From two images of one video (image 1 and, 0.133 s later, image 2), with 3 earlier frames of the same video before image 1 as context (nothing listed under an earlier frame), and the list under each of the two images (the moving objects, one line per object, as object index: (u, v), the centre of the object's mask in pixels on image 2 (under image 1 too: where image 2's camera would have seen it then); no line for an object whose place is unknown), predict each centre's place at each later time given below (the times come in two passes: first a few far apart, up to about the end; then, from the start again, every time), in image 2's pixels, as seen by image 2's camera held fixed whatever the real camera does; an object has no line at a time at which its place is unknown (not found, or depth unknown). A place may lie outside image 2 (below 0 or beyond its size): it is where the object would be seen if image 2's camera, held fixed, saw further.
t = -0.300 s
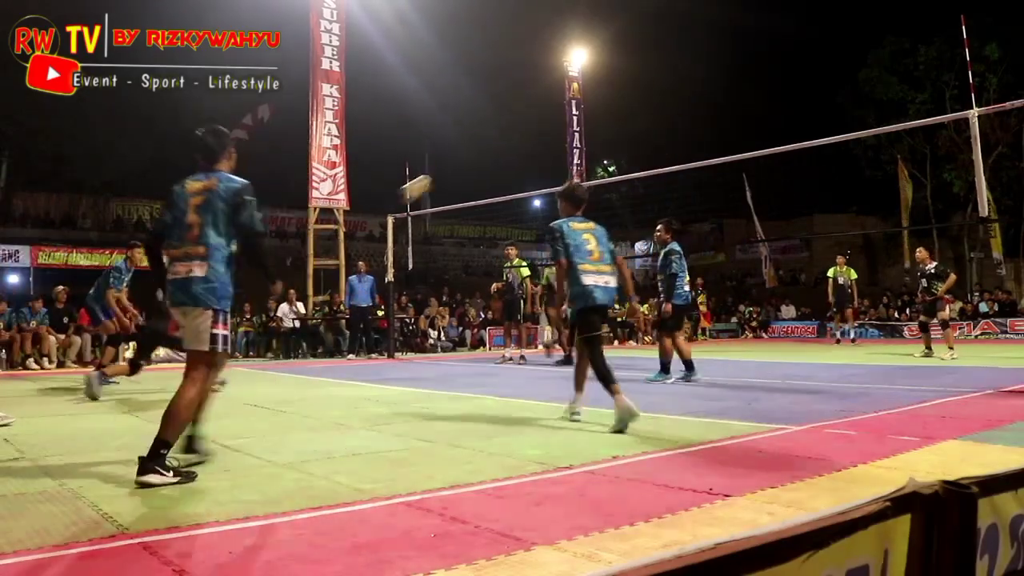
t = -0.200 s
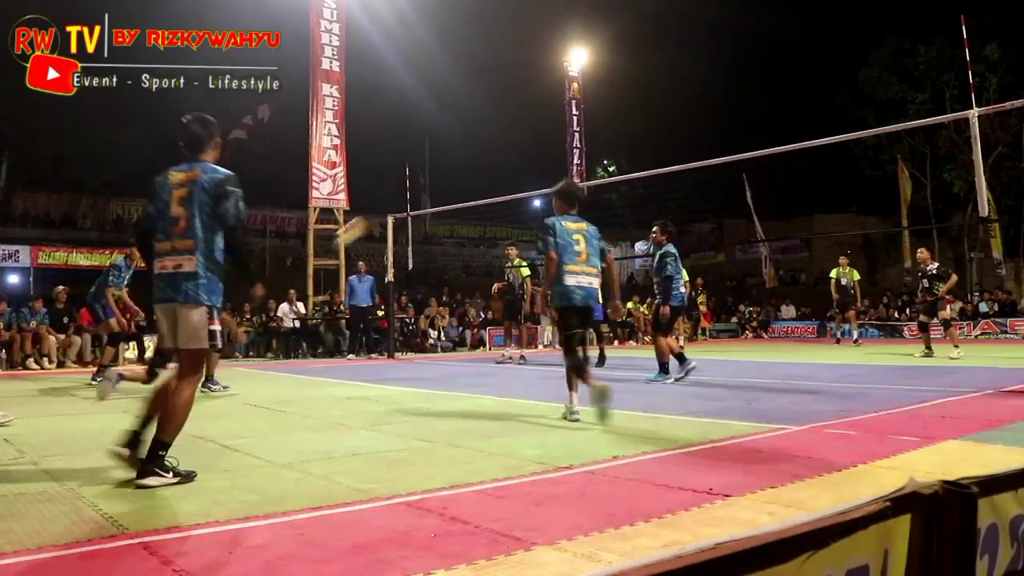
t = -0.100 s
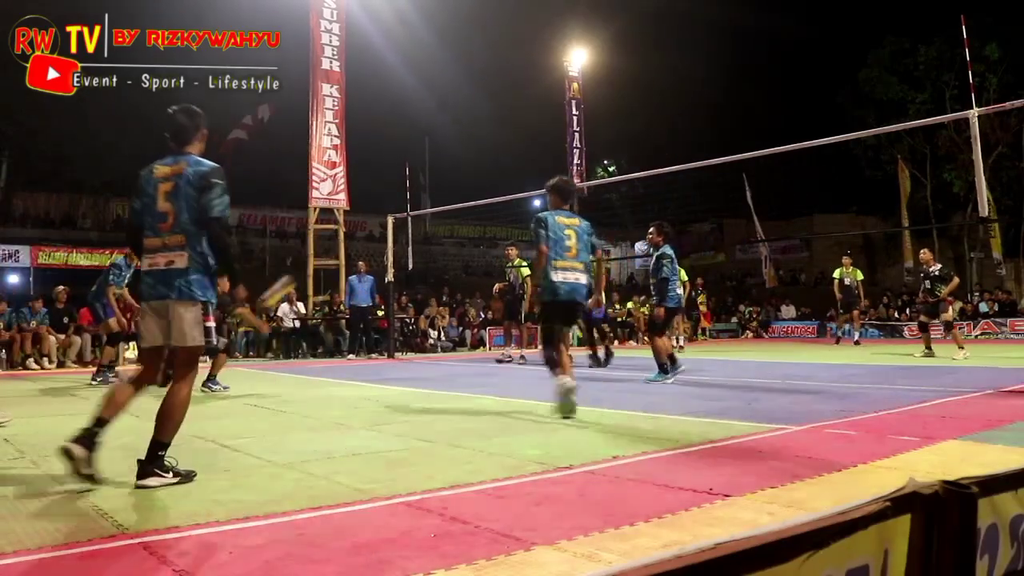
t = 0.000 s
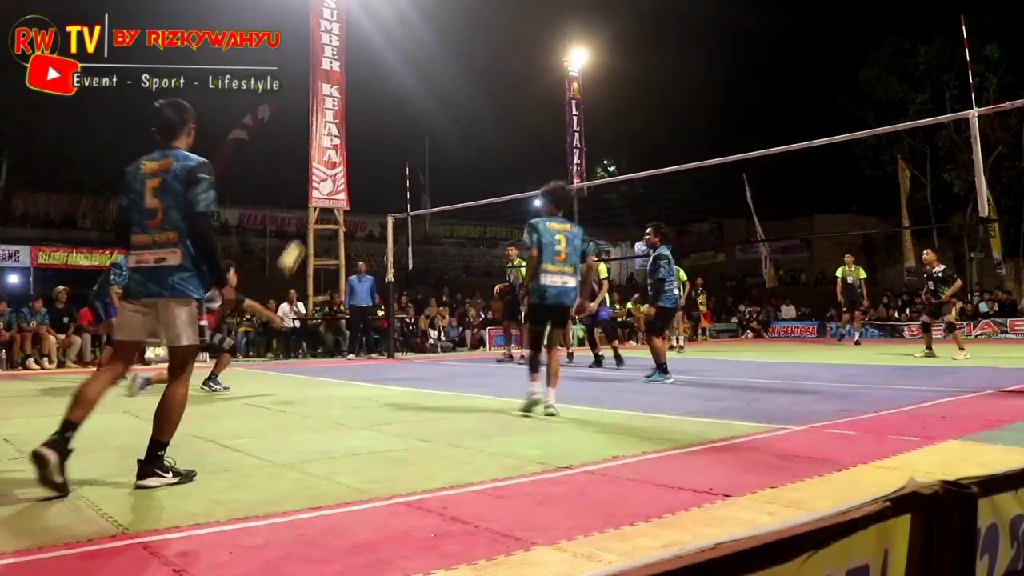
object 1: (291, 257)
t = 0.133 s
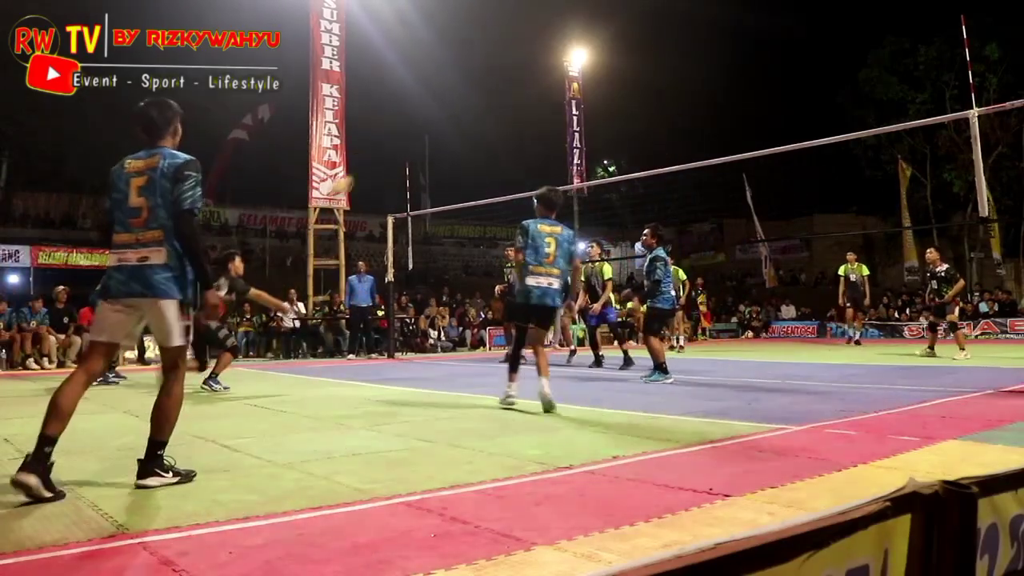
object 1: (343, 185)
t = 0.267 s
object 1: (386, 134)
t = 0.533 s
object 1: (475, 81)
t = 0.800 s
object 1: (557, 90)
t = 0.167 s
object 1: (354, 170)
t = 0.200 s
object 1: (363, 158)
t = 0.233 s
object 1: (376, 145)
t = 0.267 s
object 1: (386, 134)
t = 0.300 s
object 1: (397, 125)
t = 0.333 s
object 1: (409, 115)
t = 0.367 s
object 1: (420, 106)
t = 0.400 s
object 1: (431, 100)
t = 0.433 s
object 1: (443, 93)
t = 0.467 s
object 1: (453, 88)
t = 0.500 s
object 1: (463, 84)
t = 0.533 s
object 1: (475, 81)
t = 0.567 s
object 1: (485, 79)
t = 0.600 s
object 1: (495, 78)
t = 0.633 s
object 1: (506, 78)
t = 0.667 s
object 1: (516, 78)
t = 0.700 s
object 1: (527, 80)
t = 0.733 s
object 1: (537, 83)
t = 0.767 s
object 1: (547, 86)
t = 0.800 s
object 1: (557, 90)
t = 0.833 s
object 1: (567, 95)
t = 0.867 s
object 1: (578, 100)
